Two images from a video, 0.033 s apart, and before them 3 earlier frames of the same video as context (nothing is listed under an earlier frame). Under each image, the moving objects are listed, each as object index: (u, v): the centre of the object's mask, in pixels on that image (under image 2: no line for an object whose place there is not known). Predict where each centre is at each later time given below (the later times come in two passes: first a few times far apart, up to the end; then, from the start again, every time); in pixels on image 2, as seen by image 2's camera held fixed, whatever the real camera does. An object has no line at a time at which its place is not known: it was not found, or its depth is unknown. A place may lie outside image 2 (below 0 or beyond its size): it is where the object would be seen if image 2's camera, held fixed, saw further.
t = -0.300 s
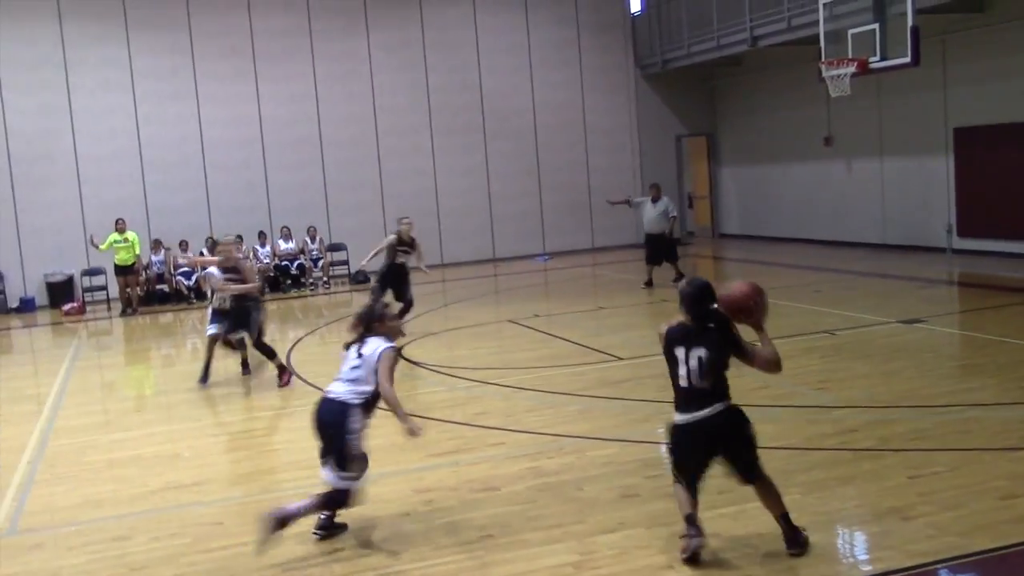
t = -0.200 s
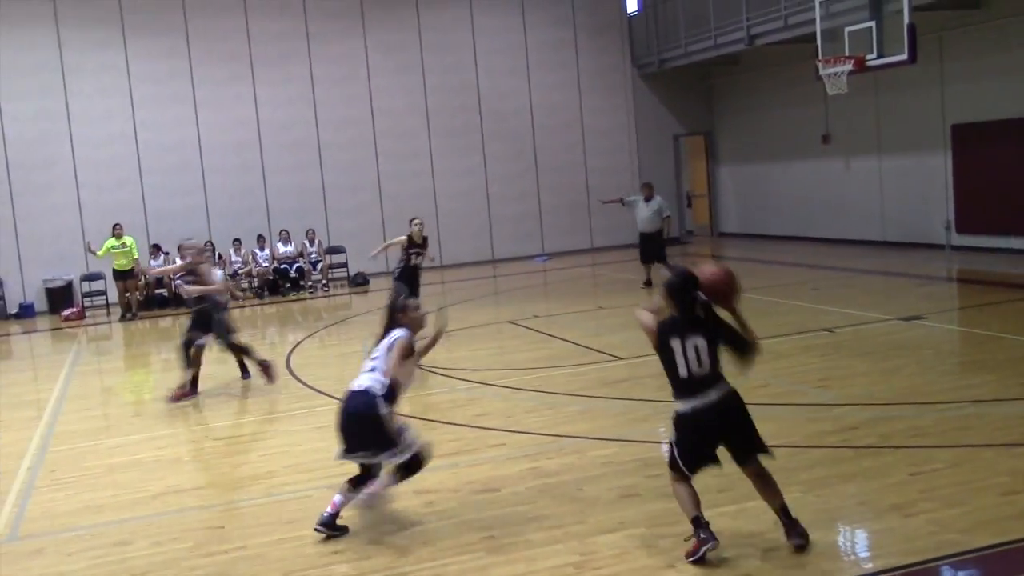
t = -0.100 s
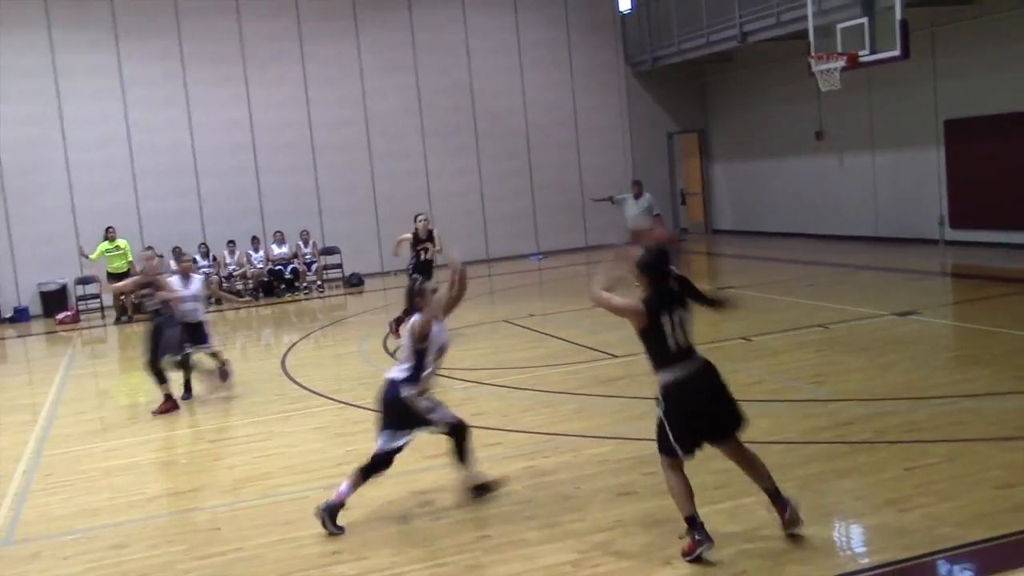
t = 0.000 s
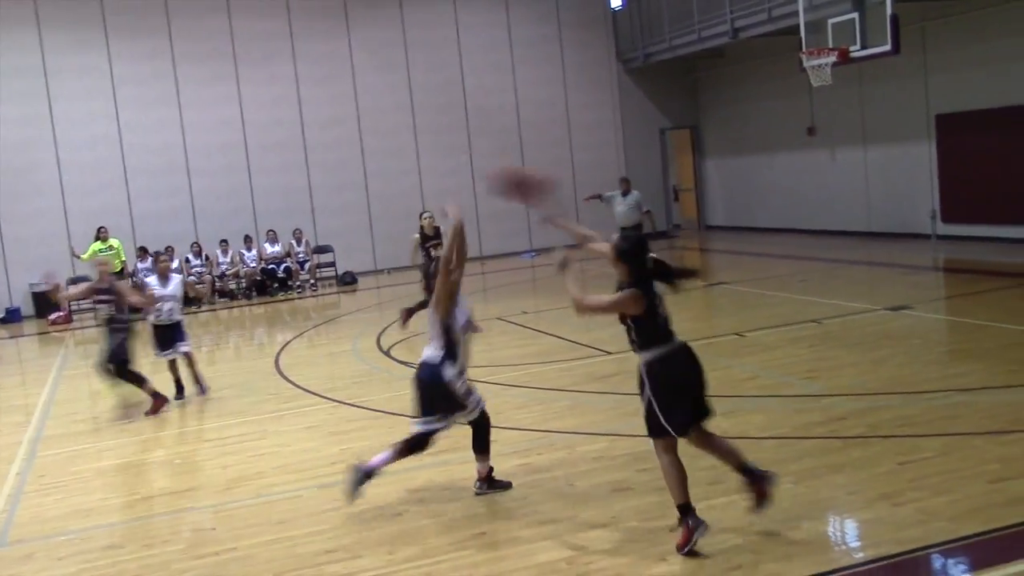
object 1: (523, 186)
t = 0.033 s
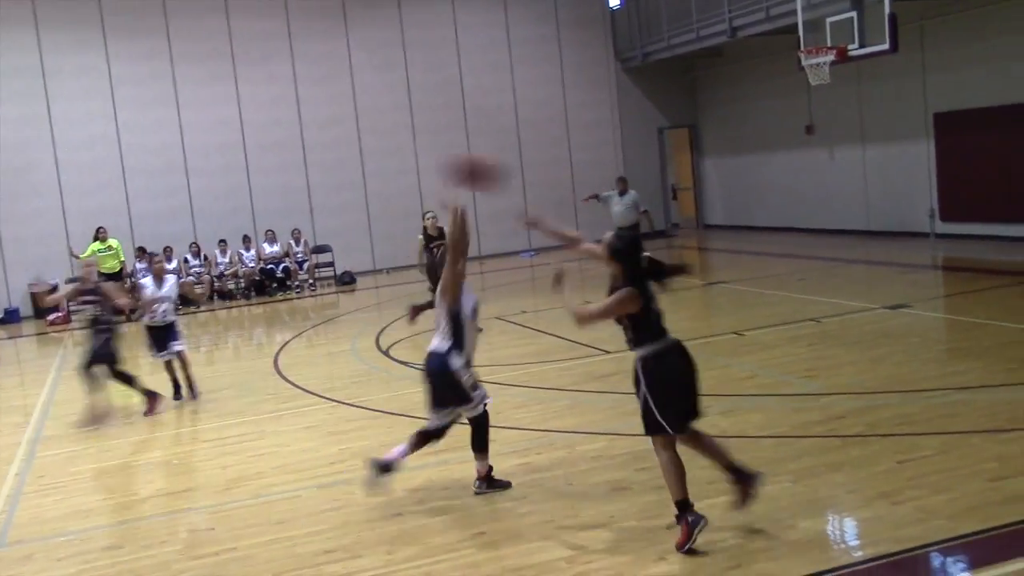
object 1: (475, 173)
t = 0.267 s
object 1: (205, 146)
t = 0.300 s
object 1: (176, 148)
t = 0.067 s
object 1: (429, 163)
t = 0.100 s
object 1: (389, 155)
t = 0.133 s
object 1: (347, 149)
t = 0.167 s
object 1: (308, 146)
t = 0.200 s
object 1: (273, 144)
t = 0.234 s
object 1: (237, 144)
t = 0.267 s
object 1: (205, 146)
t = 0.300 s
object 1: (176, 148)
